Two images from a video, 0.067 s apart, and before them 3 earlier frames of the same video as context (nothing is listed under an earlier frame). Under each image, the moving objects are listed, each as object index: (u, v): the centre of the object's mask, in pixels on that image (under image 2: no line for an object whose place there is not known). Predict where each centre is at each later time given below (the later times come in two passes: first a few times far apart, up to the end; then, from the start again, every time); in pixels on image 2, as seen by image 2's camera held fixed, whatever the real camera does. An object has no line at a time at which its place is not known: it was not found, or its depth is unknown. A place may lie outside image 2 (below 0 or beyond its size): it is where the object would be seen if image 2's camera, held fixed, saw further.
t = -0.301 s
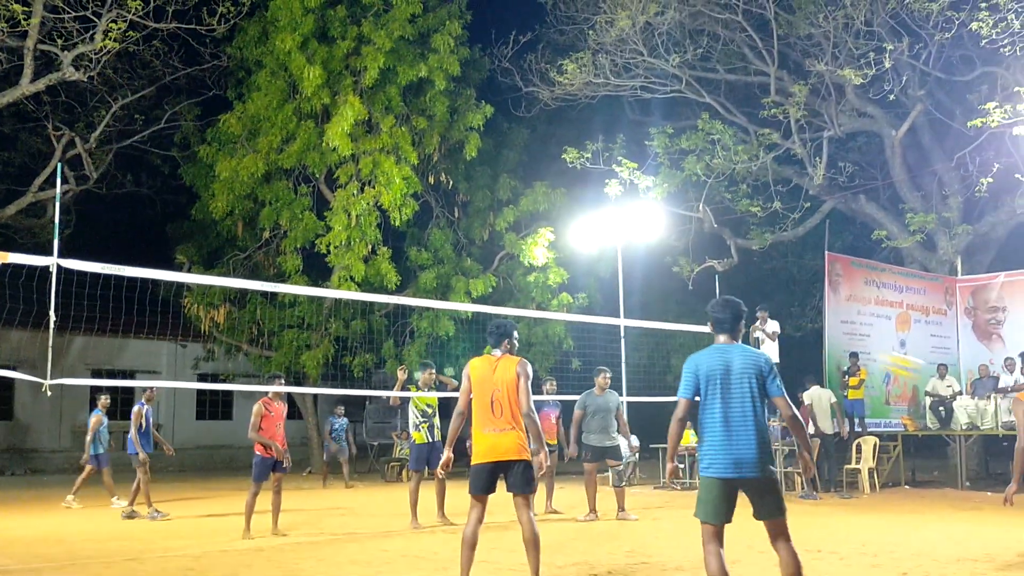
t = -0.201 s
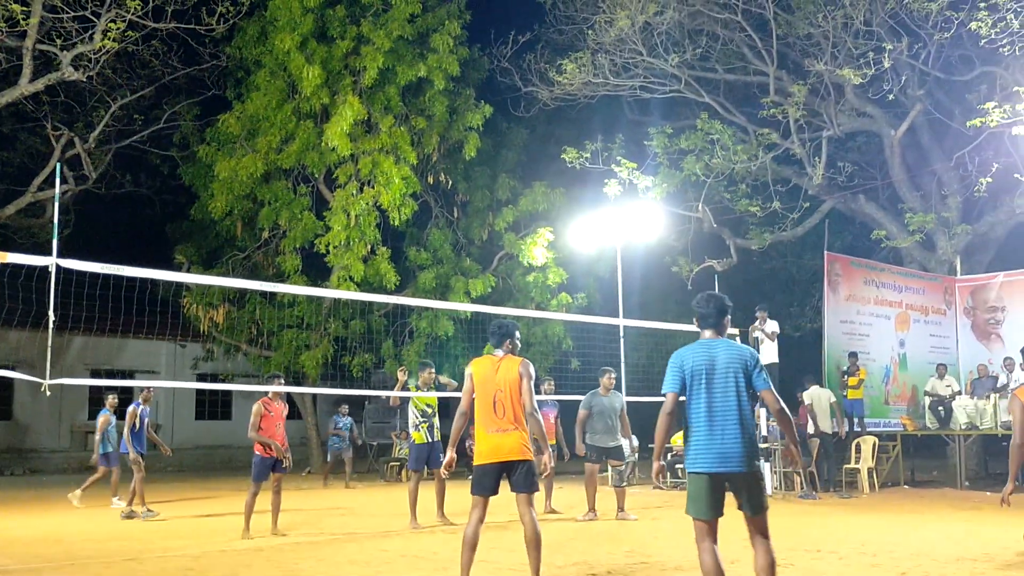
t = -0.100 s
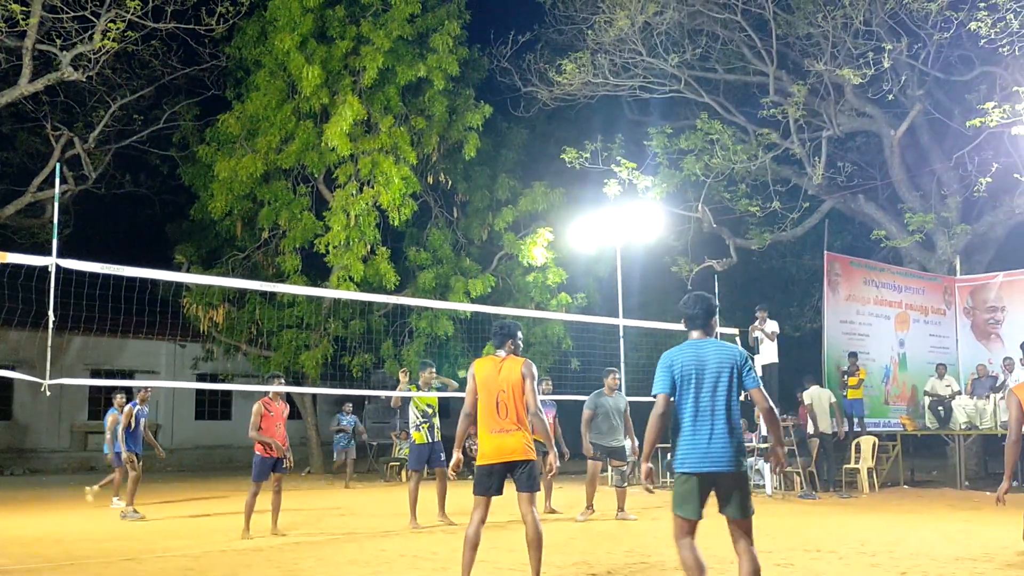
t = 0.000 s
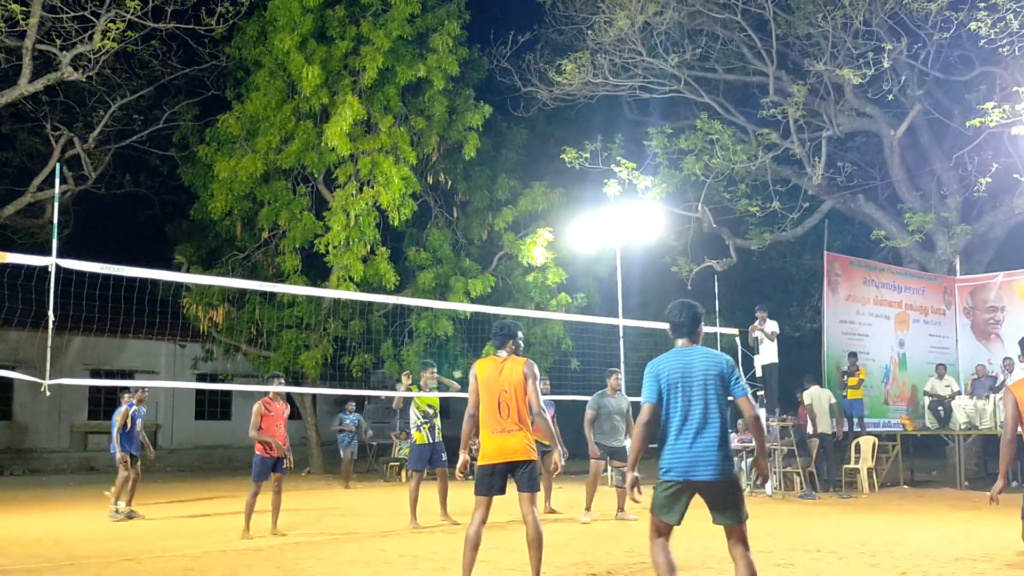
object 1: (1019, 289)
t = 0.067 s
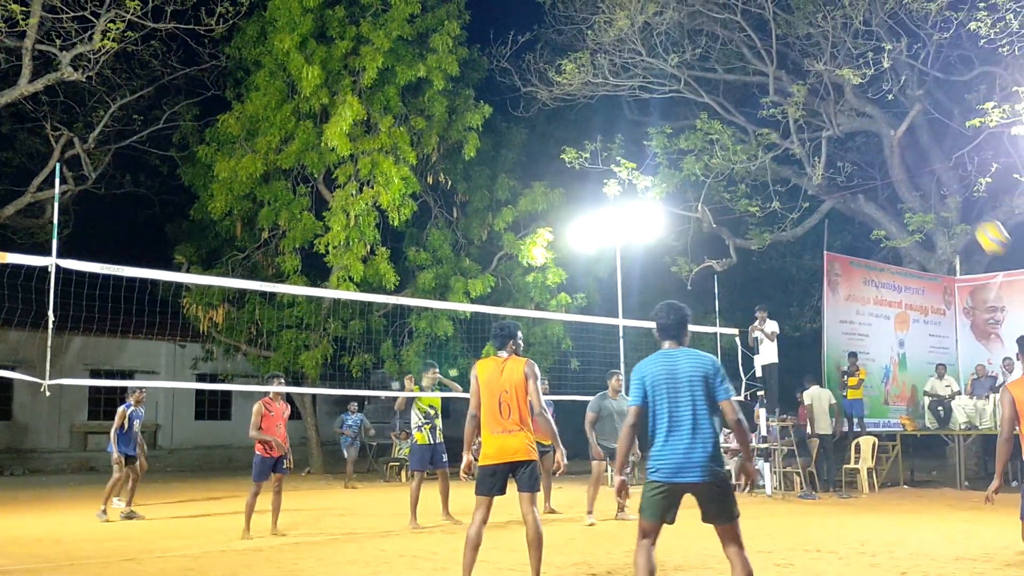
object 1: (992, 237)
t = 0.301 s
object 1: (884, 113)
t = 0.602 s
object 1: (775, 52)
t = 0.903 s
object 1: (685, 80)
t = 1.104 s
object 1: (633, 142)
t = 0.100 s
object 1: (976, 215)
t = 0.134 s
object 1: (959, 193)
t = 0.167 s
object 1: (943, 175)
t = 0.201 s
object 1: (929, 157)
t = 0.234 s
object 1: (912, 141)
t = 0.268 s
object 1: (899, 126)
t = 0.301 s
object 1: (884, 113)
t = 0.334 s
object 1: (870, 101)
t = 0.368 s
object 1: (858, 90)
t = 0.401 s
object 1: (846, 82)
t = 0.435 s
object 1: (833, 74)
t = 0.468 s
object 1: (820, 67)
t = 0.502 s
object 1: (809, 61)
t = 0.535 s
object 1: (797, 57)
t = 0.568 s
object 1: (786, 53)
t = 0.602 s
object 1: (775, 52)
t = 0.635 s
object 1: (765, 51)
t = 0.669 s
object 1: (754, 51)
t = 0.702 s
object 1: (743, 52)
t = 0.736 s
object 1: (733, 54)
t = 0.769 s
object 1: (724, 57)
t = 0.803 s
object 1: (714, 61)
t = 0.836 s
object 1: (705, 66)
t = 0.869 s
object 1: (695, 73)
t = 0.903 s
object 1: (685, 80)
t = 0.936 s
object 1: (676, 89)
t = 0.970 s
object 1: (667, 97)
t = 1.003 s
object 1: (658, 107)
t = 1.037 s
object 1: (650, 118)
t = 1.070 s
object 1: (641, 130)
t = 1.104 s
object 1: (633, 142)
